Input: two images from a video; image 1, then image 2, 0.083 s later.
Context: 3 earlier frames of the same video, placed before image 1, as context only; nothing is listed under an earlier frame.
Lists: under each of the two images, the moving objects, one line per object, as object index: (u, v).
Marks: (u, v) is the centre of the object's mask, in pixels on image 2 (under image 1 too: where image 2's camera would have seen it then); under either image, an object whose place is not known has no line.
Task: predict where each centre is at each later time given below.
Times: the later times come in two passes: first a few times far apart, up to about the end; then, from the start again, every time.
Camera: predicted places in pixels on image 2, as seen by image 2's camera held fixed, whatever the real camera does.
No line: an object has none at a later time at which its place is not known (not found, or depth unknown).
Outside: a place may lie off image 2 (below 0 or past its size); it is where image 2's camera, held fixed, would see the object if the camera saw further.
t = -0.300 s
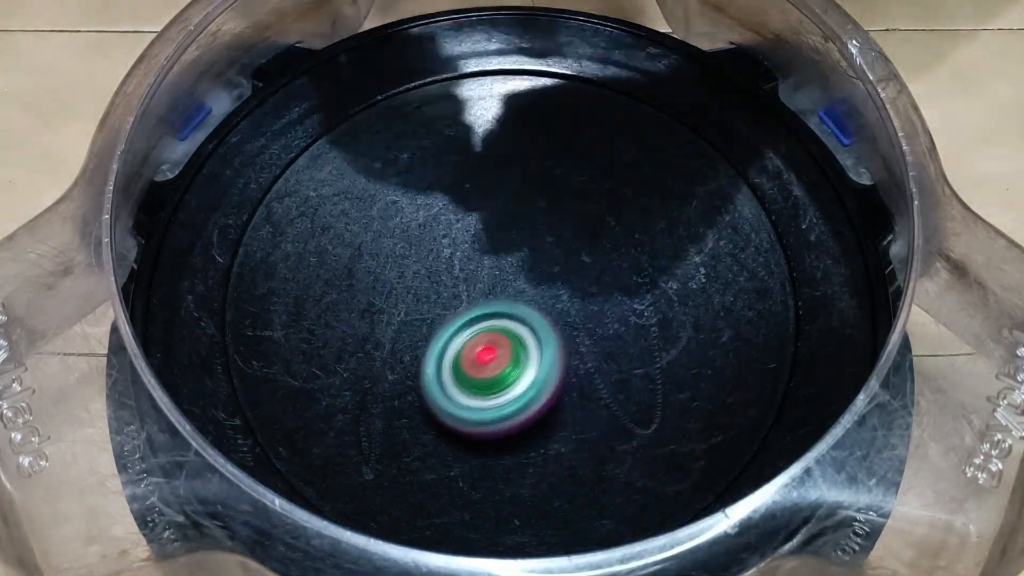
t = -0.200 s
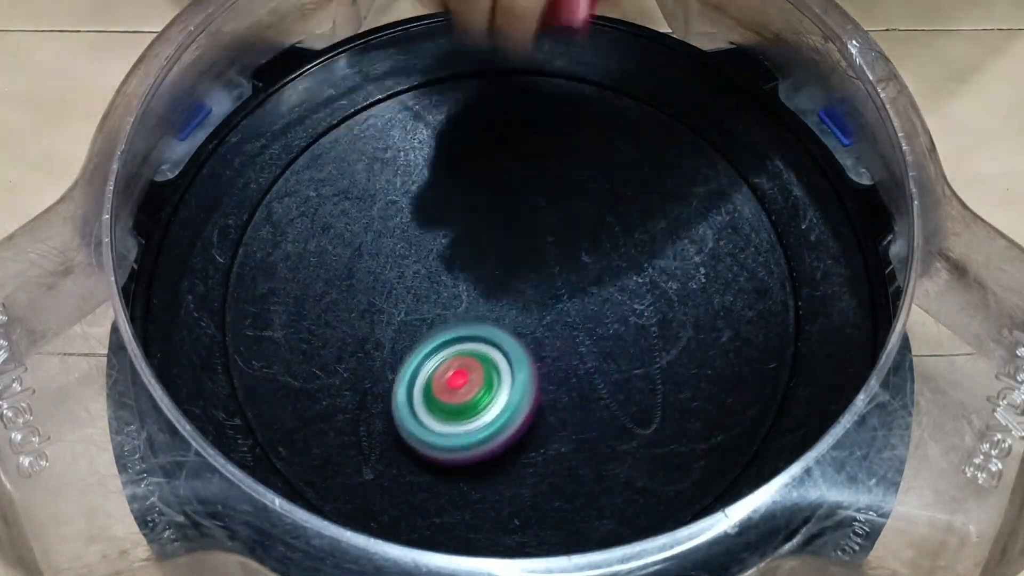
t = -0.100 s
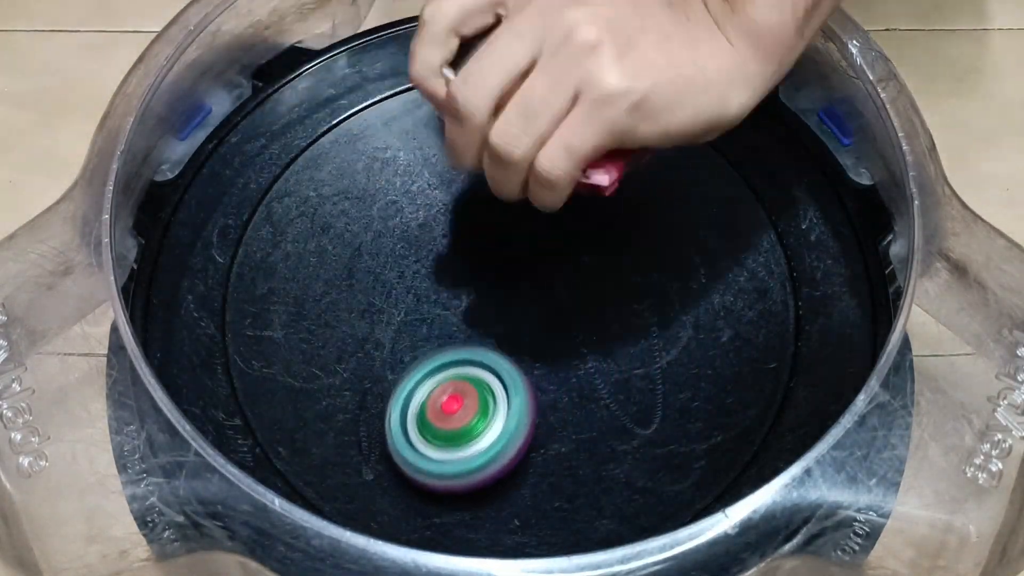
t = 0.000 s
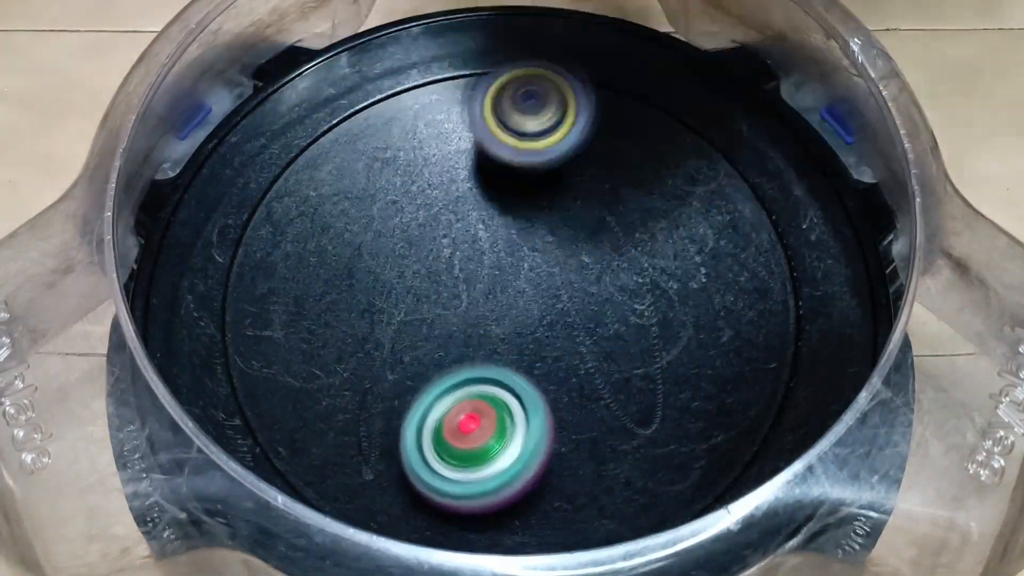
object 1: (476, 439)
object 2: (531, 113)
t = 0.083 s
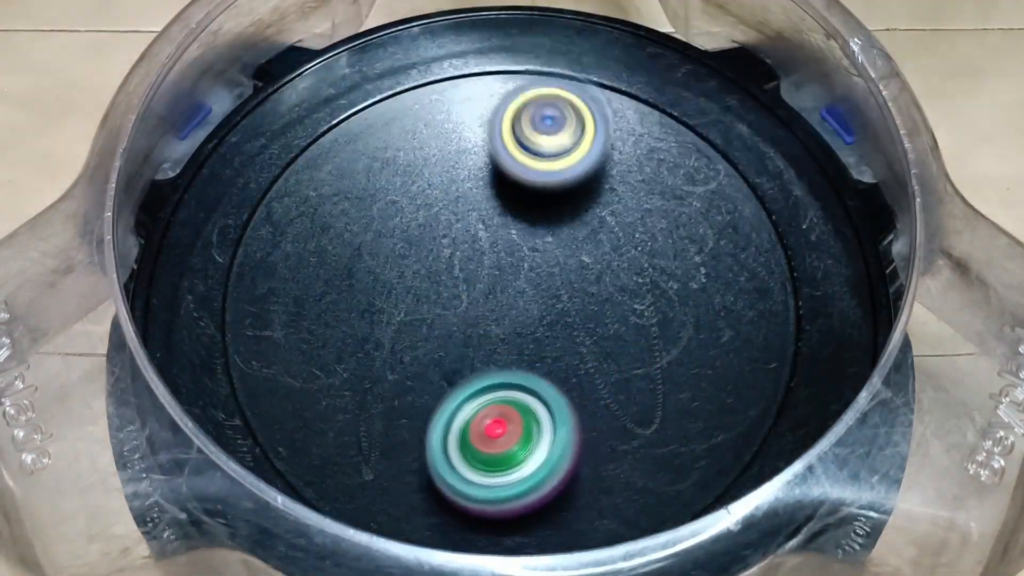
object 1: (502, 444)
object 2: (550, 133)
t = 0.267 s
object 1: (555, 426)
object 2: (558, 236)
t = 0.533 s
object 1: (540, 494)
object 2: (615, 266)
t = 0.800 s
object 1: (553, 487)
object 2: (613, 195)
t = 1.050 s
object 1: (511, 374)
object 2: (492, 224)
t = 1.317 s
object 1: (377, 407)
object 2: (468, 249)
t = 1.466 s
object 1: (354, 420)
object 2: (529, 307)
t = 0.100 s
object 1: (508, 443)
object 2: (551, 141)
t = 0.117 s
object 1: (514, 442)
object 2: (553, 149)
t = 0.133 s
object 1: (519, 441)
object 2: (554, 156)
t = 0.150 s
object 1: (525, 439)
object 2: (555, 165)
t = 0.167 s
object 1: (530, 438)
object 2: (556, 175)
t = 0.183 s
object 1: (536, 436)
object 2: (556, 185)
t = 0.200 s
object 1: (540, 434)
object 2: (555, 193)
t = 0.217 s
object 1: (545, 432)
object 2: (556, 206)
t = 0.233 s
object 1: (549, 430)
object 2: (555, 215)
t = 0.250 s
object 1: (552, 428)
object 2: (556, 225)
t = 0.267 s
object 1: (555, 426)
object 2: (558, 236)
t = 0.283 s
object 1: (557, 424)
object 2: (558, 247)
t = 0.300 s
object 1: (559, 422)
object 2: (559, 258)
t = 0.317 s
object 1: (560, 421)
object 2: (560, 269)
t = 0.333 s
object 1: (560, 420)
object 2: (562, 276)
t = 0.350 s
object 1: (559, 425)
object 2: (564, 279)
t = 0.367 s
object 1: (557, 434)
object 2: (569, 279)
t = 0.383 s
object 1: (554, 441)
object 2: (573, 280)
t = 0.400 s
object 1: (552, 449)
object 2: (578, 279)
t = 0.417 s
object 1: (549, 457)
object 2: (583, 279)
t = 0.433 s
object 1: (547, 465)
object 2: (587, 278)
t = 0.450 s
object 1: (545, 472)
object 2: (592, 277)
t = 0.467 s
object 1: (543, 479)
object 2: (597, 275)
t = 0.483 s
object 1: (542, 484)
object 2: (602, 274)
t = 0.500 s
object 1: (541, 488)
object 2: (606, 272)
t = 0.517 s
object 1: (540, 491)
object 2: (611, 269)
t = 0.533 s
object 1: (540, 494)
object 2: (615, 266)
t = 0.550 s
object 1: (540, 496)
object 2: (619, 263)
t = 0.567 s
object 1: (540, 498)
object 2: (622, 260)
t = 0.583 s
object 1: (540, 499)
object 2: (625, 257)
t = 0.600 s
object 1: (541, 500)
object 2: (628, 252)
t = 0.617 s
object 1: (542, 501)
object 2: (629, 248)
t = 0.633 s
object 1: (543, 501)
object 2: (631, 243)
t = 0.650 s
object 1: (544, 501)
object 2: (632, 239)
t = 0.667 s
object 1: (545, 501)
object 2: (632, 234)
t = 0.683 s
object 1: (546, 501)
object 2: (633, 230)
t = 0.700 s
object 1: (547, 500)
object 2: (632, 225)
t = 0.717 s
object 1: (549, 499)
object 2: (630, 219)
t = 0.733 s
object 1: (550, 497)
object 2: (628, 215)
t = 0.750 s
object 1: (551, 496)
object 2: (625, 210)
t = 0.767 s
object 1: (552, 493)
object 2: (622, 205)
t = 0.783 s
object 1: (552, 490)
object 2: (617, 200)
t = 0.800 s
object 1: (553, 487)
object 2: (613, 195)
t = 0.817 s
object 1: (553, 482)
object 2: (607, 191)
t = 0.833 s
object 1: (553, 476)
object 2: (601, 186)
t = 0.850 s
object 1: (552, 469)
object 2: (594, 183)
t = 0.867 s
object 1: (551, 463)
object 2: (586, 181)
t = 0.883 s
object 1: (550, 455)
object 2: (578, 179)
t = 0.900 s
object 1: (549, 447)
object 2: (569, 178)
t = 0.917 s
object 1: (546, 439)
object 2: (560, 180)
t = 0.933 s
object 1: (543, 431)
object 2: (552, 181)
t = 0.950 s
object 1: (540, 423)
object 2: (542, 184)
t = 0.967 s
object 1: (536, 414)
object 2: (534, 187)
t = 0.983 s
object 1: (532, 406)
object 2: (525, 193)
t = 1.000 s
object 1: (528, 398)
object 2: (516, 200)
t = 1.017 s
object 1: (523, 390)
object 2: (507, 207)
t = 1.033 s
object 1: (517, 382)
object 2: (499, 216)
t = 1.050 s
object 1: (511, 374)
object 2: (492, 224)
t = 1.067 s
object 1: (505, 367)
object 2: (486, 234)
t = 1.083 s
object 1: (496, 368)
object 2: (482, 235)
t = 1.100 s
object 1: (487, 369)
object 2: (478, 230)
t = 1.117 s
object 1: (478, 374)
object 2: (475, 227)
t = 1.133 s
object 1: (468, 381)
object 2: (471, 227)
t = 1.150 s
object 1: (458, 384)
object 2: (469, 227)
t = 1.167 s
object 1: (448, 387)
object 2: (466, 224)
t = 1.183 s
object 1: (439, 391)
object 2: (464, 223)
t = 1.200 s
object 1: (430, 392)
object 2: (463, 224)
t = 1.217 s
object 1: (421, 395)
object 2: (461, 226)
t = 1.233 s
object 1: (412, 397)
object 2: (460, 227)
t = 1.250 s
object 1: (404, 400)
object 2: (460, 230)
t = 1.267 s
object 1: (396, 401)
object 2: (461, 233)
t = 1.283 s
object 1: (389, 403)
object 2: (462, 237)
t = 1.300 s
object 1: (383, 405)
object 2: (463, 241)
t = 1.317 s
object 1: (377, 407)
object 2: (468, 249)
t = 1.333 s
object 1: (372, 409)
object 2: (472, 254)
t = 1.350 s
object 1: (367, 410)
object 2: (477, 261)
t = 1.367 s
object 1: (363, 412)
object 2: (482, 268)
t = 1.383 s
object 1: (360, 413)
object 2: (488, 275)
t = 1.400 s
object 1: (358, 415)
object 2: (494, 281)
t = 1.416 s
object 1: (356, 417)
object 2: (502, 288)
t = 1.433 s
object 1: (355, 418)
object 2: (511, 295)
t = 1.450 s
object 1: (354, 419)
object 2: (520, 301)
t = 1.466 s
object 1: (354, 420)
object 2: (529, 307)
